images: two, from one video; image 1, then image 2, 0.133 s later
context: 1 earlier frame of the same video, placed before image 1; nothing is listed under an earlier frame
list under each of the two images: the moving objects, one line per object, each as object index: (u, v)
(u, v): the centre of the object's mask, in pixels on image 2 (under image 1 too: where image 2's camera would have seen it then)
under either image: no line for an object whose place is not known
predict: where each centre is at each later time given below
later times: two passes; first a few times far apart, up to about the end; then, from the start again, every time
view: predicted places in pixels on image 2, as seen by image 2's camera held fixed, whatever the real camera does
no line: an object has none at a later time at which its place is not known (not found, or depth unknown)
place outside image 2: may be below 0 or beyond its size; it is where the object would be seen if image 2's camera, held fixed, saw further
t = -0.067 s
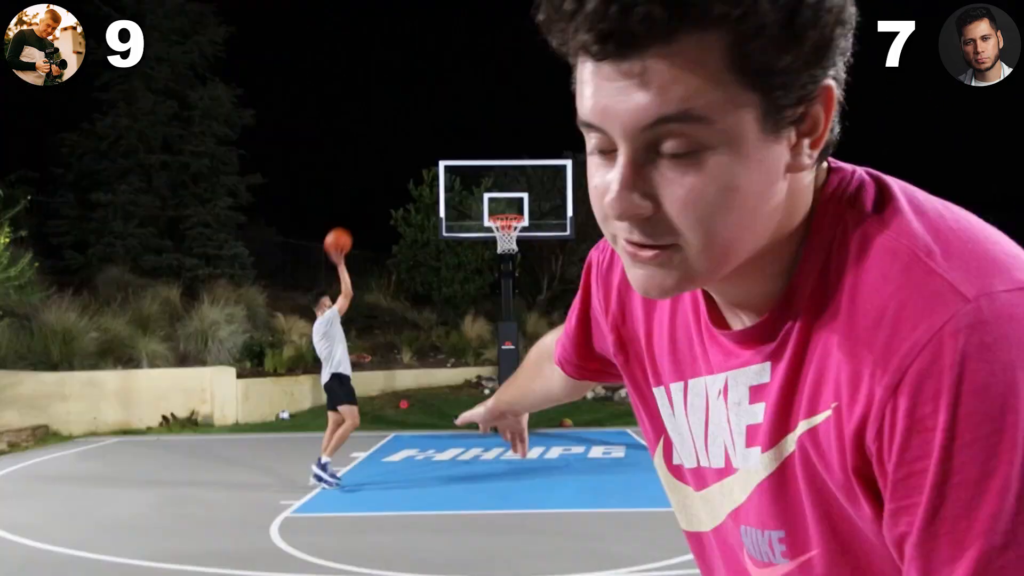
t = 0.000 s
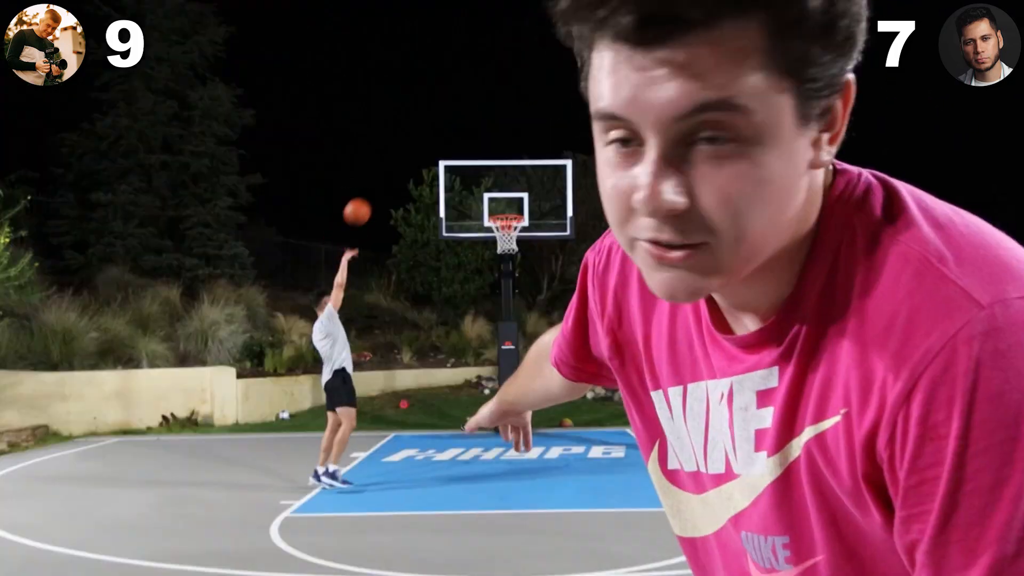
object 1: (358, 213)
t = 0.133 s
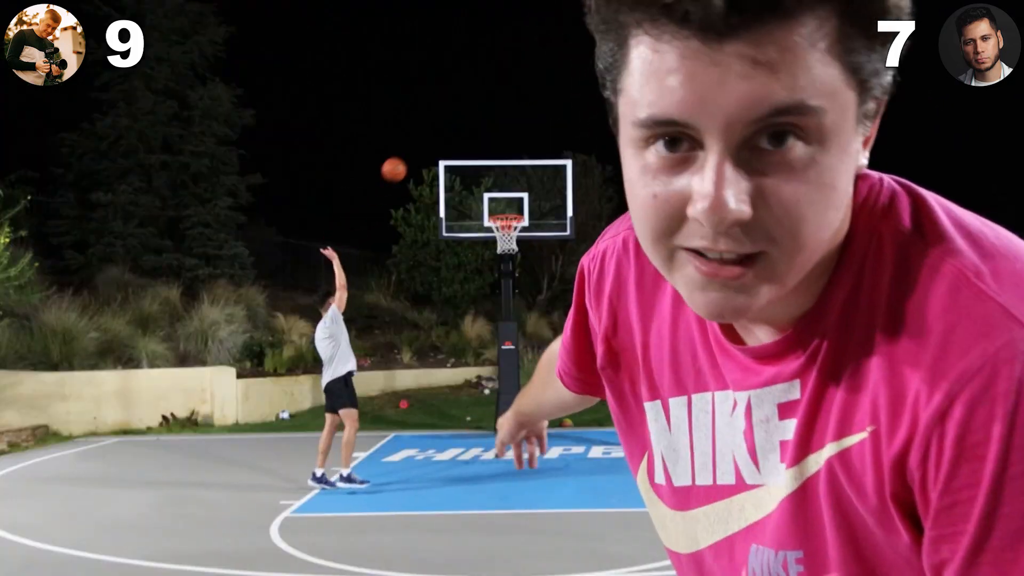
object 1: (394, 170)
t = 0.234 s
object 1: (419, 152)
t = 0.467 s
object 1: (466, 148)
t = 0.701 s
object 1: (506, 184)
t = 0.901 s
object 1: (526, 207)
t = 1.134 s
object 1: (555, 225)
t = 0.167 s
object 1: (402, 163)
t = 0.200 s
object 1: (411, 157)
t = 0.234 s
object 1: (419, 152)
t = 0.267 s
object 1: (426, 149)
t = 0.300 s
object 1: (433, 147)
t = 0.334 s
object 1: (440, 145)
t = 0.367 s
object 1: (447, 144)
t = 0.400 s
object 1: (454, 145)
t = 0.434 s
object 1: (460, 146)
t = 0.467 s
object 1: (466, 148)
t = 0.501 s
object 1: (473, 151)
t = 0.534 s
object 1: (478, 154)
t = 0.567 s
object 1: (484, 159)
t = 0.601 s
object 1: (490, 164)
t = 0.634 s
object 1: (496, 171)
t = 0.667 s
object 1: (501, 177)
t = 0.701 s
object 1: (506, 184)
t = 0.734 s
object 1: (509, 188)
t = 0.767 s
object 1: (512, 193)
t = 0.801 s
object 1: (515, 197)
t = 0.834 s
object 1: (518, 204)
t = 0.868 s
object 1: (522, 208)
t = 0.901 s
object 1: (526, 207)
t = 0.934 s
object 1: (530, 207)
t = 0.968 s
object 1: (534, 207)
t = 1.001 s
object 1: (538, 209)
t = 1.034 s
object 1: (541, 212)
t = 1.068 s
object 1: (546, 215)
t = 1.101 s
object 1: (550, 220)
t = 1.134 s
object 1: (555, 225)
